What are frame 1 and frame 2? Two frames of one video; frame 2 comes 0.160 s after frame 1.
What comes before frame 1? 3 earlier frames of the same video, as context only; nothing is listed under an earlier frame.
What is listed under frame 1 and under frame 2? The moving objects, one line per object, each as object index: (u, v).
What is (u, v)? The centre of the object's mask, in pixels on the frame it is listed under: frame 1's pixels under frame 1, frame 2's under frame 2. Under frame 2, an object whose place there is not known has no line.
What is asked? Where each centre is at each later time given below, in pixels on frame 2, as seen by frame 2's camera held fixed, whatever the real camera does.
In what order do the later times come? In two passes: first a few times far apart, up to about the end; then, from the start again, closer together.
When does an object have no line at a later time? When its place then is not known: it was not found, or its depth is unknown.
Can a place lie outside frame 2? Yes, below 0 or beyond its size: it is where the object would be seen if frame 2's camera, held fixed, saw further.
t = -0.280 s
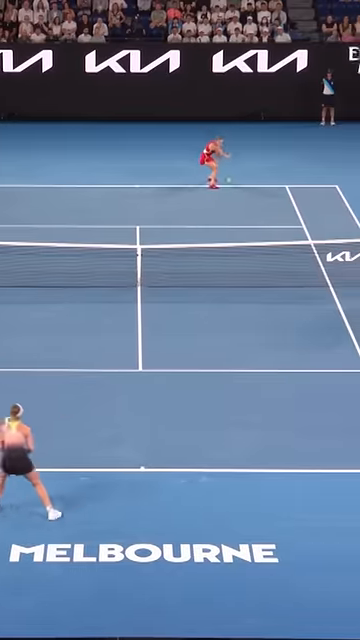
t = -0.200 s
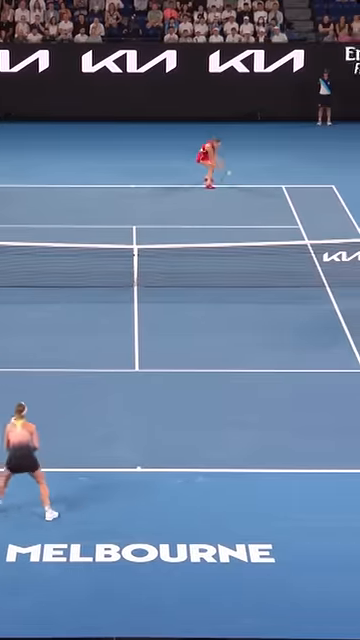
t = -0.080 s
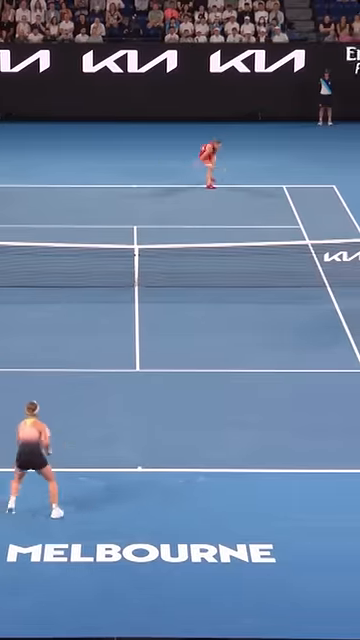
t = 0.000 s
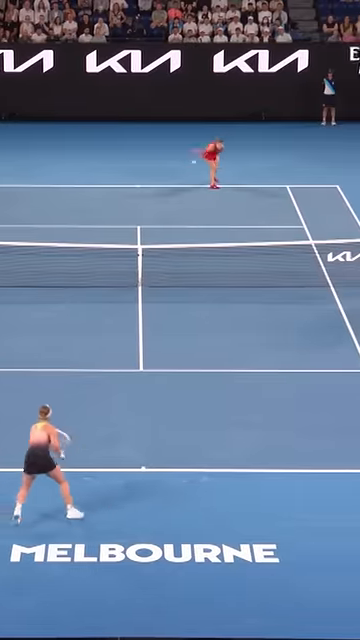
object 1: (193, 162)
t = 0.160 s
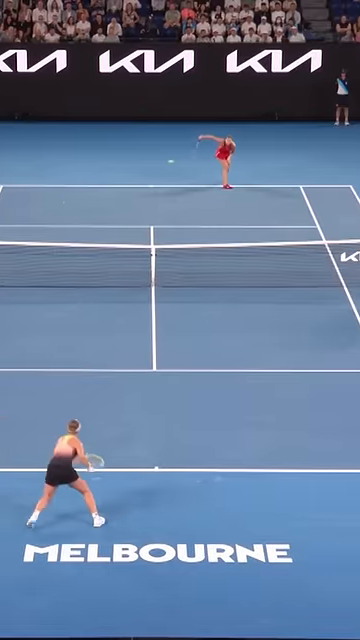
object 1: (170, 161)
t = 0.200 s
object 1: (161, 162)
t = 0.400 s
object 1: (115, 173)
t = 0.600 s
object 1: (66, 200)
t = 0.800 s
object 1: (15, 244)
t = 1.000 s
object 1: (-34, 303)
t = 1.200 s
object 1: (-74, 334)
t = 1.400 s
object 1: (-97, 325)
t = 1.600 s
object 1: (-121, 339)
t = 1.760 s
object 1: (-139, 366)
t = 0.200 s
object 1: (161, 162)
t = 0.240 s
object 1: (153, 163)
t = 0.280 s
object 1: (142, 165)
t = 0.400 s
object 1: (115, 173)
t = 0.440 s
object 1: (105, 178)
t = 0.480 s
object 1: (95, 182)
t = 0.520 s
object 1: (85, 188)
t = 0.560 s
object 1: (76, 194)
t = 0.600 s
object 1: (66, 200)
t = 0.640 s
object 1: (57, 207)
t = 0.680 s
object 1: (47, 215)
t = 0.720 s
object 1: (37, 224)
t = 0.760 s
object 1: (27, 233)
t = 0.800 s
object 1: (15, 244)
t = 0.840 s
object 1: (6, 252)
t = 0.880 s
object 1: (-3, 265)
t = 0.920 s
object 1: (-14, 277)
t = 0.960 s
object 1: (-25, 290)
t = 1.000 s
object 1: (-34, 303)
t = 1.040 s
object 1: (-45, 318)
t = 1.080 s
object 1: (-55, 333)
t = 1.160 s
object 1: (-69, 338)
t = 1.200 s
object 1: (-74, 334)
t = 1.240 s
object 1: (-79, 331)
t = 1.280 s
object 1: (-83, 328)
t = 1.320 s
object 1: (-88, 326)
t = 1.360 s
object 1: (-93, 325)
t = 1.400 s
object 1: (-97, 325)
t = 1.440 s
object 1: (-102, 326)
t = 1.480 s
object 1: (-107, 328)
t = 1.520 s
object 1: (-112, 330)
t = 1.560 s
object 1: (-116, 334)
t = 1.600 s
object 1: (-121, 339)
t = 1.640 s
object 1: (-125, 344)
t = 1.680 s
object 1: (-130, 350)
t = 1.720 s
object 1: (-134, 358)
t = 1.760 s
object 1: (-139, 366)
